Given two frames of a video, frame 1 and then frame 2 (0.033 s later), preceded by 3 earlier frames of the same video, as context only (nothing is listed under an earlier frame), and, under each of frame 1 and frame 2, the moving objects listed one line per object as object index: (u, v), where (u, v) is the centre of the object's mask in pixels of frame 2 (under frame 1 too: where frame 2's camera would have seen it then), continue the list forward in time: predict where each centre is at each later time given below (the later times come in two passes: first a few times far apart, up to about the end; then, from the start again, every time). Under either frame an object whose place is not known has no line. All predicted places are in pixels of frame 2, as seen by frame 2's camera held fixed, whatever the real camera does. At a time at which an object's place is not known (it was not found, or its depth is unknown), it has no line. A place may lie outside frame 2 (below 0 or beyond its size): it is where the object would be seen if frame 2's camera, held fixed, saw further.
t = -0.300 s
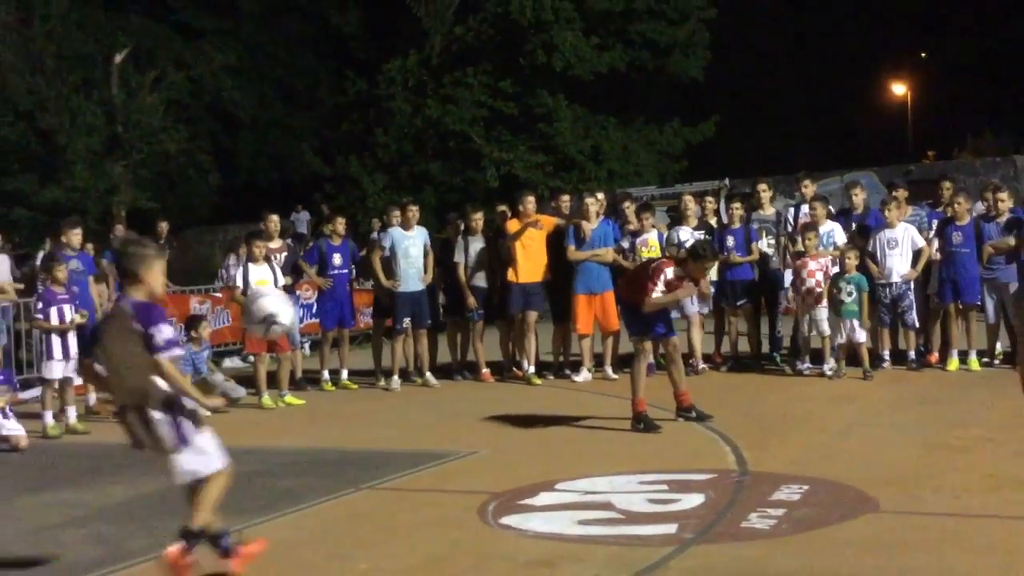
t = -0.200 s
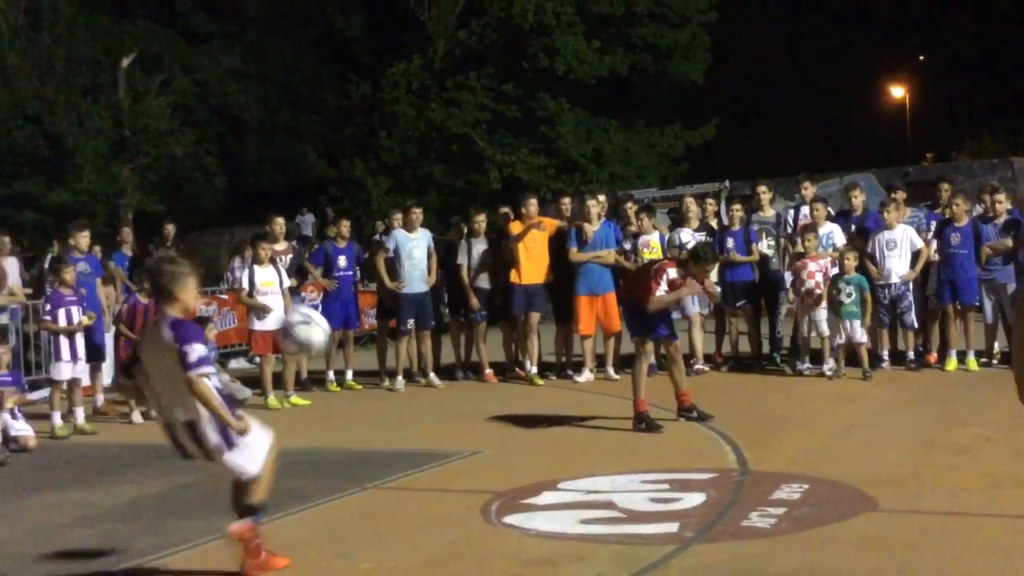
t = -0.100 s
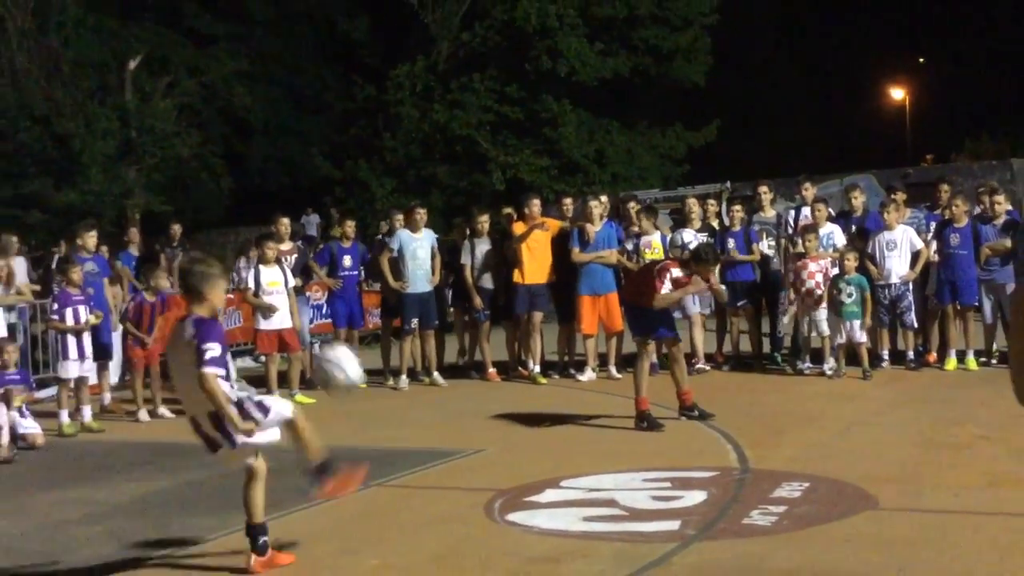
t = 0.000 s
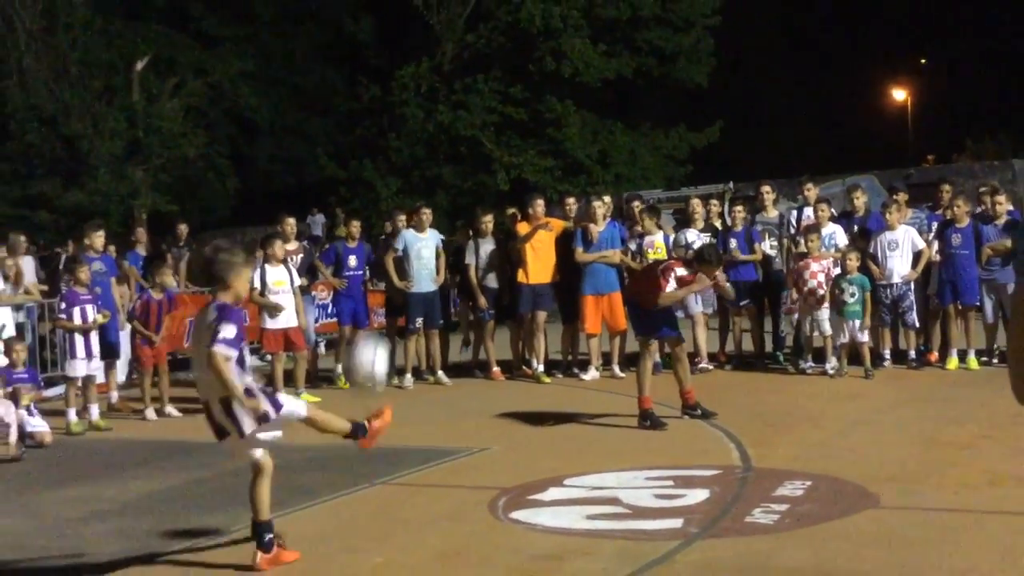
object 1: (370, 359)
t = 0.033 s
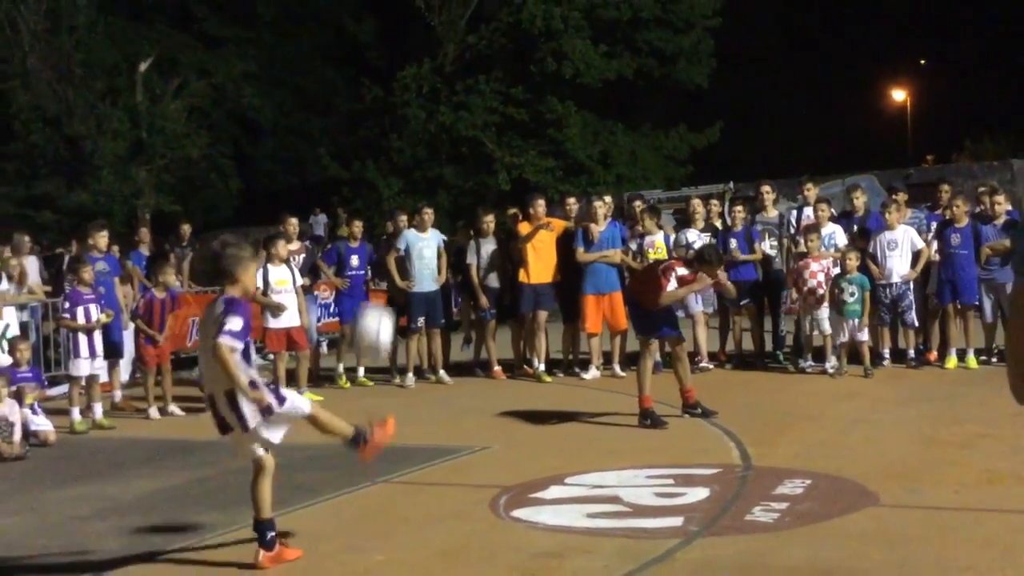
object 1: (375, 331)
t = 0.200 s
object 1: (387, 216)
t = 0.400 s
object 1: (408, 154)
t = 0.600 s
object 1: (433, 173)
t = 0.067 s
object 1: (377, 303)
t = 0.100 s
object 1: (381, 276)
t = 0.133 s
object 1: (383, 252)
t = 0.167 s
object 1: (385, 232)
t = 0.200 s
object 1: (387, 216)
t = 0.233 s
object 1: (391, 199)
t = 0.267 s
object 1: (394, 186)
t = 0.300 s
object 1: (398, 175)
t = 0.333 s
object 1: (401, 165)
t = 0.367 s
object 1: (404, 158)
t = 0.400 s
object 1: (408, 154)
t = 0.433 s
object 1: (412, 151)
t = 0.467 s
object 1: (416, 152)
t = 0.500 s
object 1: (420, 153)
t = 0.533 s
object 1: (425, 157)
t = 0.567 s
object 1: (429, 164)
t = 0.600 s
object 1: (433, 173)
